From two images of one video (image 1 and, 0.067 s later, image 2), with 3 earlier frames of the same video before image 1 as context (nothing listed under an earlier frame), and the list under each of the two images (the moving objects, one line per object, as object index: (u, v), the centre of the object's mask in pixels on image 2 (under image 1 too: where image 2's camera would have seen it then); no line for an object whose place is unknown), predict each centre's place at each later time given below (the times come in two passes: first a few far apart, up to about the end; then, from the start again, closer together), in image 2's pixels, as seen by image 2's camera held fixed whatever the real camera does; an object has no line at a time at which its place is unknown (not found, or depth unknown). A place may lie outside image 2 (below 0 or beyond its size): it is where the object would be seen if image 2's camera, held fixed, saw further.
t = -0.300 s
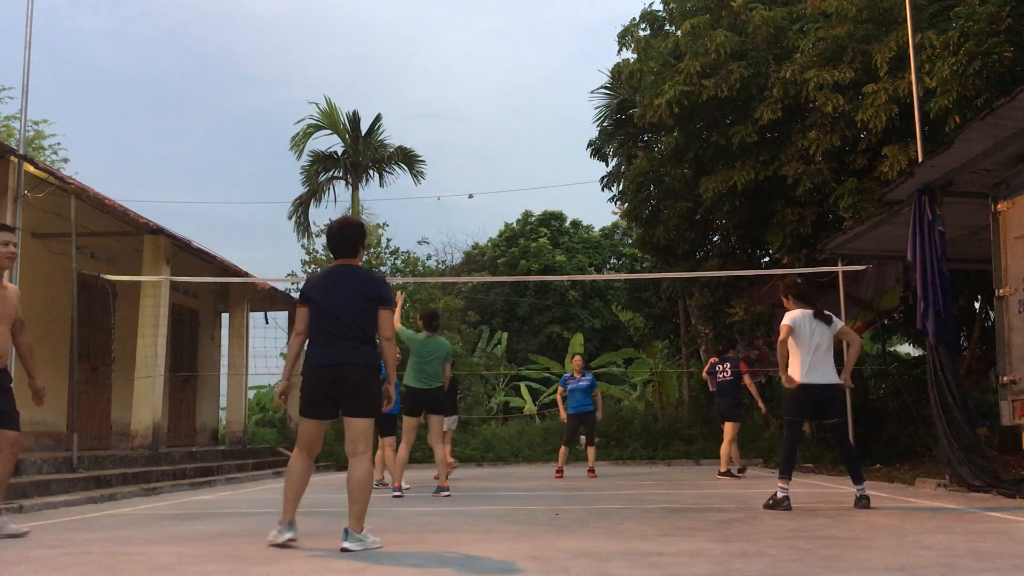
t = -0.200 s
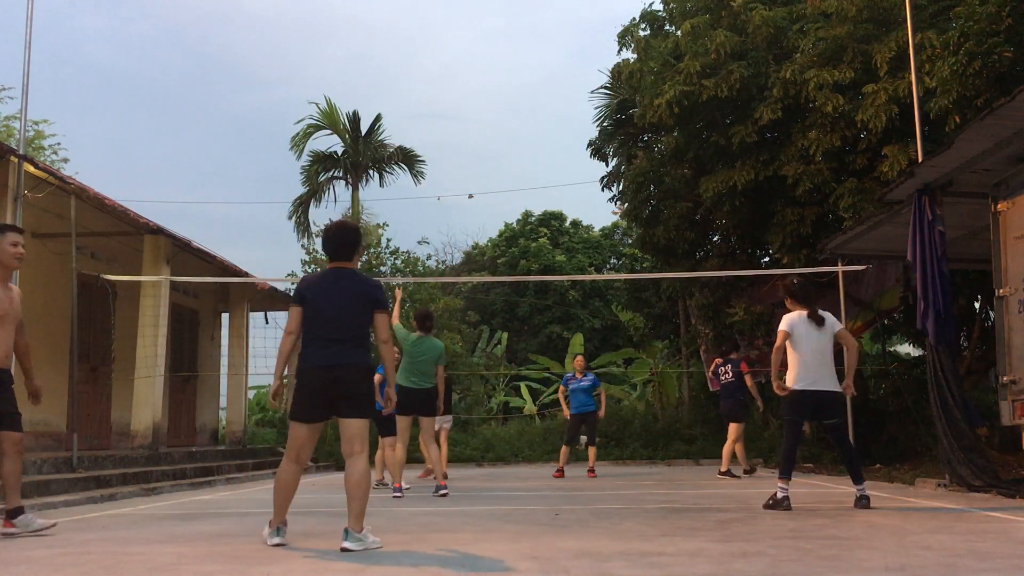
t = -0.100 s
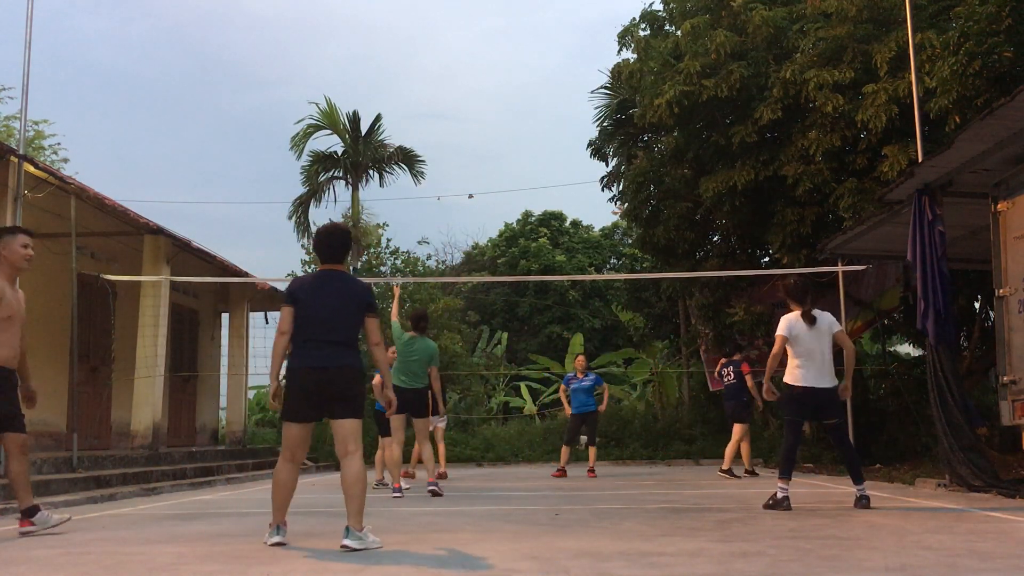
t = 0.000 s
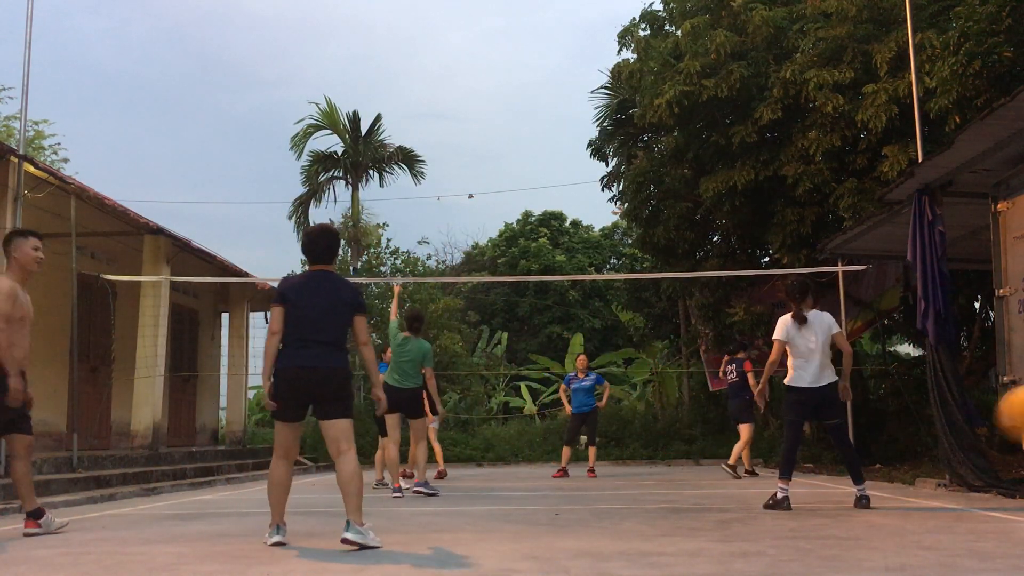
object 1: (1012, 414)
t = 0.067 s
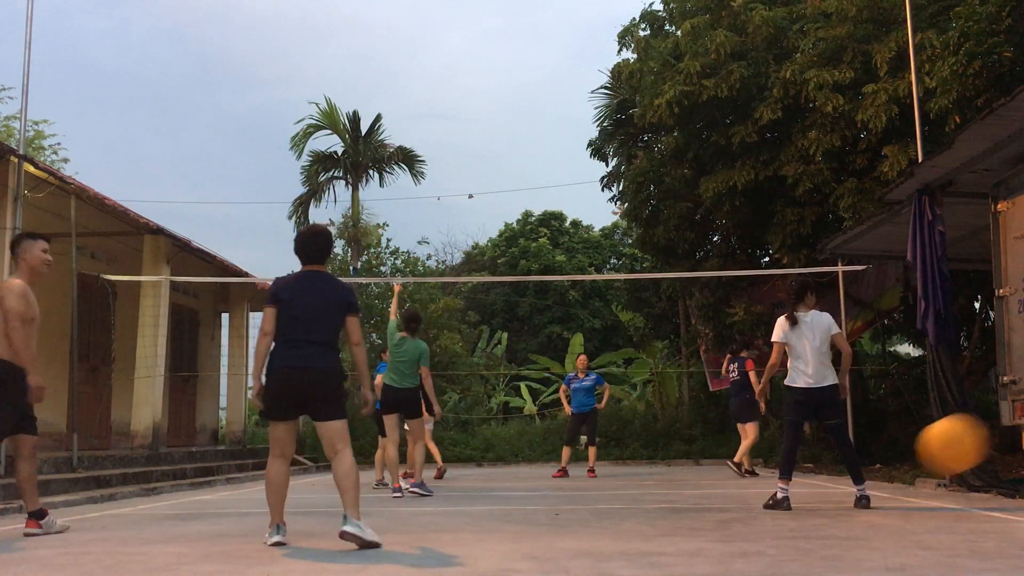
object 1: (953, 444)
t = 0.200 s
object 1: (824, 511)
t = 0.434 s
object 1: (692, 424)
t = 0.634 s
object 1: (609, 435)
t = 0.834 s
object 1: (542, 494)
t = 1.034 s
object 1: (480, 447)
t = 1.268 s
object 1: (421, 465)
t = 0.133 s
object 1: (885, 479)
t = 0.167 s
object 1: (850, 503)
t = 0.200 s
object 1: (824, 511)
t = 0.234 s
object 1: (800, 488)
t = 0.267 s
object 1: (779, 471)
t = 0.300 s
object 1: (760, 458)
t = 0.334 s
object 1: (741, 446)
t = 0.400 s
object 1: (708, 430)
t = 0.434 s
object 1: (692, 424)
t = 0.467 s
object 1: (676, 422)
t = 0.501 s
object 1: (661, 421)
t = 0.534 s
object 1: (647, 423)
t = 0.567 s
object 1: (634, 426)
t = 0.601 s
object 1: (620, 430)
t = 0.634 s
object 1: (609, 435)
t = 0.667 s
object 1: (596, 442)
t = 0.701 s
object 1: (585, 451)
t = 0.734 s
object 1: (572, 464)
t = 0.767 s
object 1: (562, 477)
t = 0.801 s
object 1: (552, 491)
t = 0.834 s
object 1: (542, 494)
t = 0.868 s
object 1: (530, 480)
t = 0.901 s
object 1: (519, 469)
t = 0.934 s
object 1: (509, 461)
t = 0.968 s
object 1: (499, 455)
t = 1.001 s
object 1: (490, 451)
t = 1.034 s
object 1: (480, 447)
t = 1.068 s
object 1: (471, 445)
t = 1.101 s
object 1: (462, 444)
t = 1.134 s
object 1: (453, 445)
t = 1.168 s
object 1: (444, 449)
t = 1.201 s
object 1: (436, 453)
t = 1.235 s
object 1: (429, 458)
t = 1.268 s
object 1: (421, 465)
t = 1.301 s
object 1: (413, 473)
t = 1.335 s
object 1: (405, 482)
